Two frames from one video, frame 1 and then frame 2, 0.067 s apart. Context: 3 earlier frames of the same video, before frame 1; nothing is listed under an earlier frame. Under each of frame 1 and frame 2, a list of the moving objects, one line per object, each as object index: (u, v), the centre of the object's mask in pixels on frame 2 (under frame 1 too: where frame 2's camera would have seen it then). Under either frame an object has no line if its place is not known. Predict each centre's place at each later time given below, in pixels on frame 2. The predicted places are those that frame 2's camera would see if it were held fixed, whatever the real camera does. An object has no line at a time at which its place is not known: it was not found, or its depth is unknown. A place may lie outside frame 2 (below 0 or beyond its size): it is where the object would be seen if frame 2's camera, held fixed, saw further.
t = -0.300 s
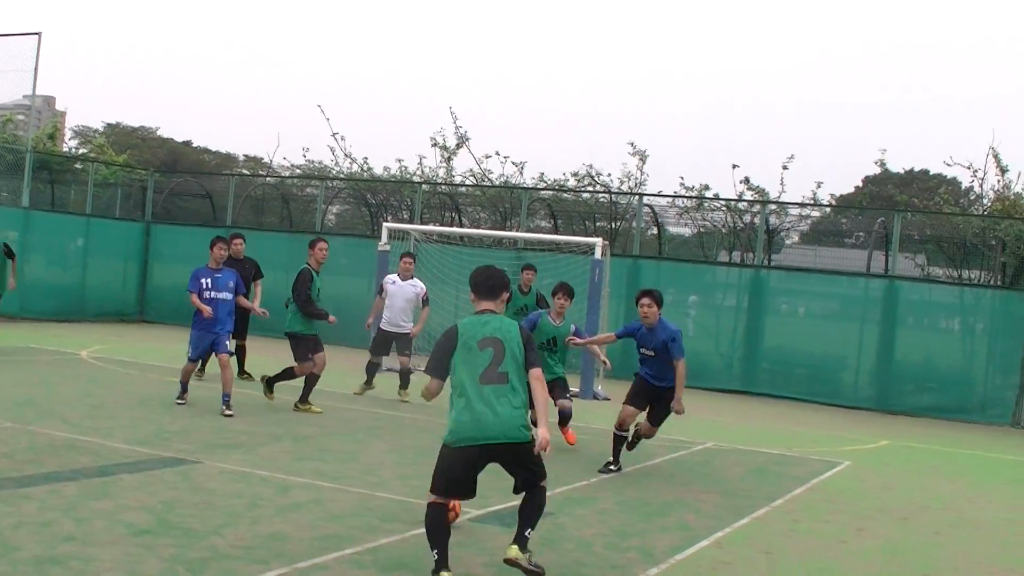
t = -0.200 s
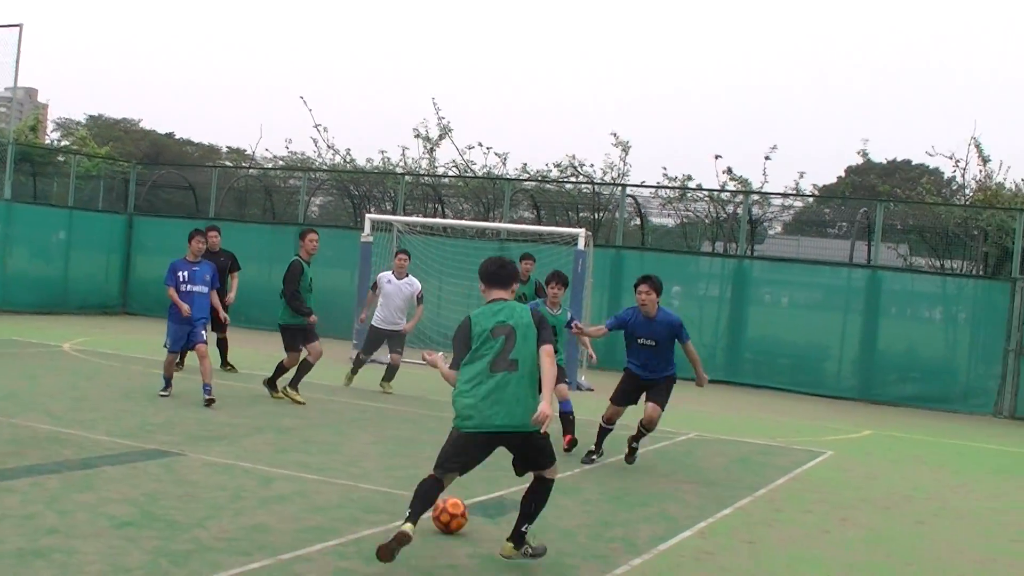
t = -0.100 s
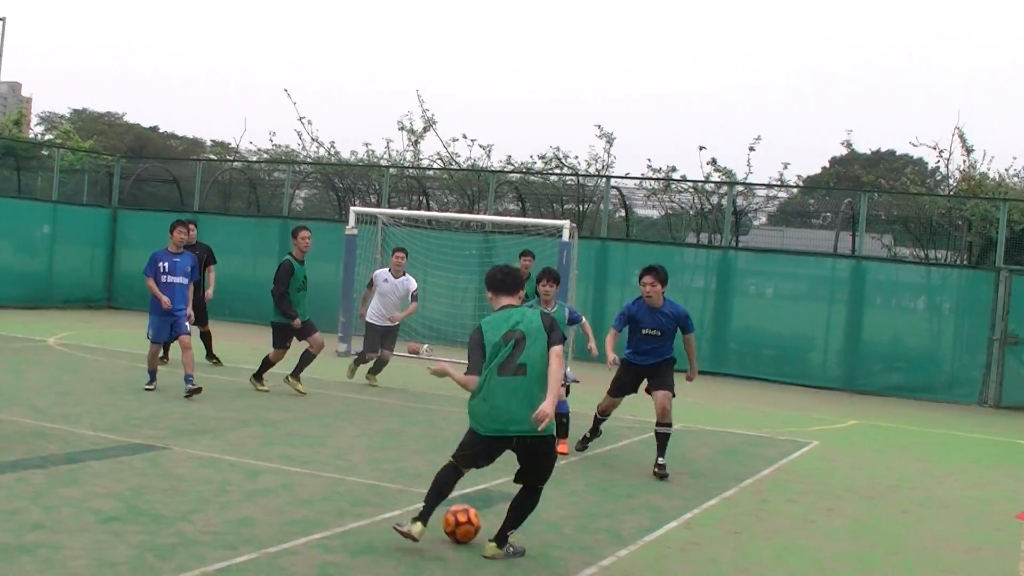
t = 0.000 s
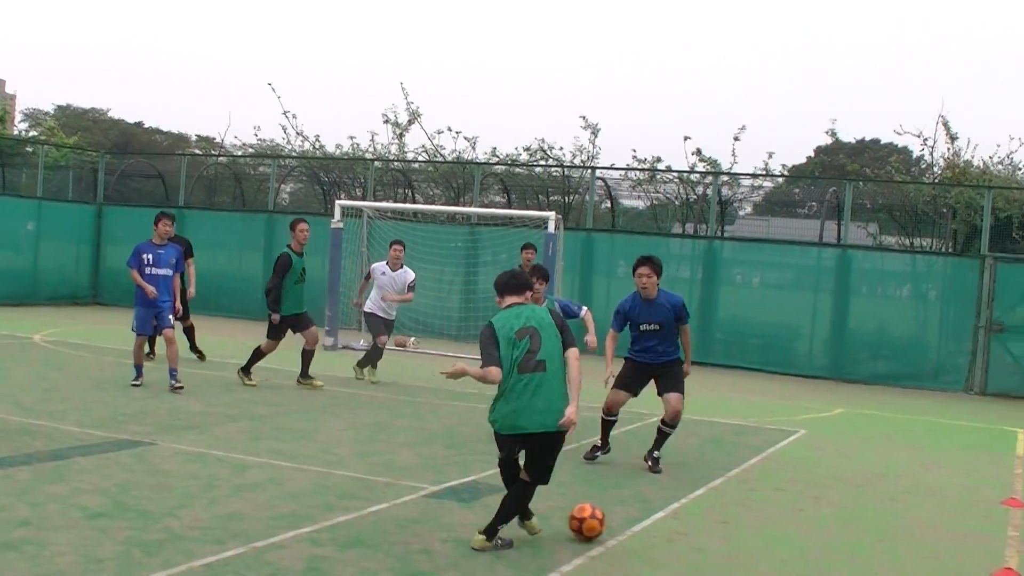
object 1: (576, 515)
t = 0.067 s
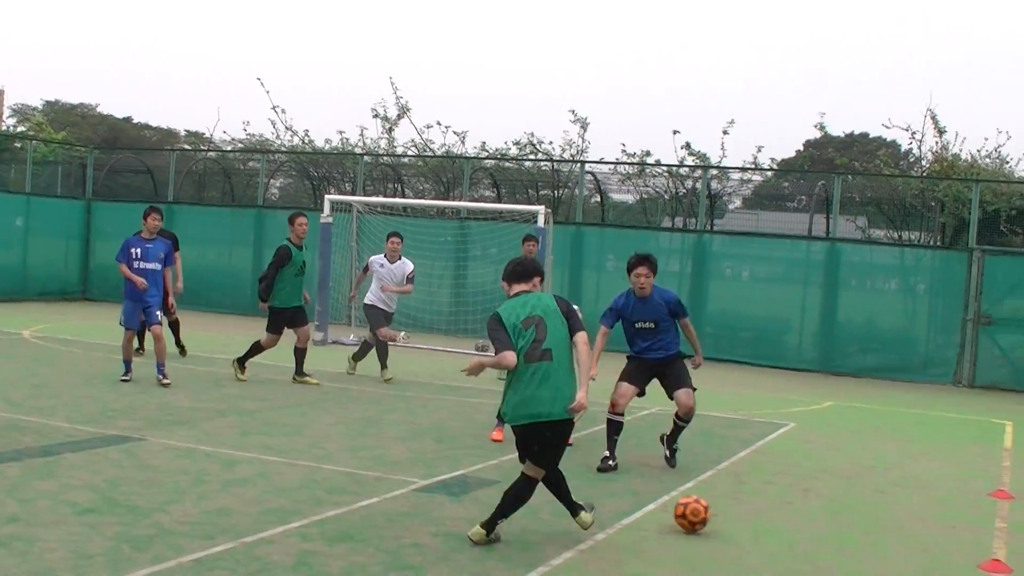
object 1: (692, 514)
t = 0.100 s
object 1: (747, 515)
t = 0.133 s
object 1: (797, 514)
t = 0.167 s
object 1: (845, 514)
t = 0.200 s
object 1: (890, 514)
